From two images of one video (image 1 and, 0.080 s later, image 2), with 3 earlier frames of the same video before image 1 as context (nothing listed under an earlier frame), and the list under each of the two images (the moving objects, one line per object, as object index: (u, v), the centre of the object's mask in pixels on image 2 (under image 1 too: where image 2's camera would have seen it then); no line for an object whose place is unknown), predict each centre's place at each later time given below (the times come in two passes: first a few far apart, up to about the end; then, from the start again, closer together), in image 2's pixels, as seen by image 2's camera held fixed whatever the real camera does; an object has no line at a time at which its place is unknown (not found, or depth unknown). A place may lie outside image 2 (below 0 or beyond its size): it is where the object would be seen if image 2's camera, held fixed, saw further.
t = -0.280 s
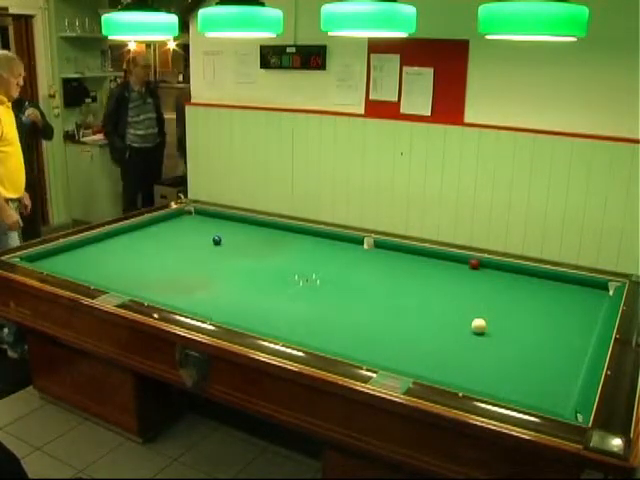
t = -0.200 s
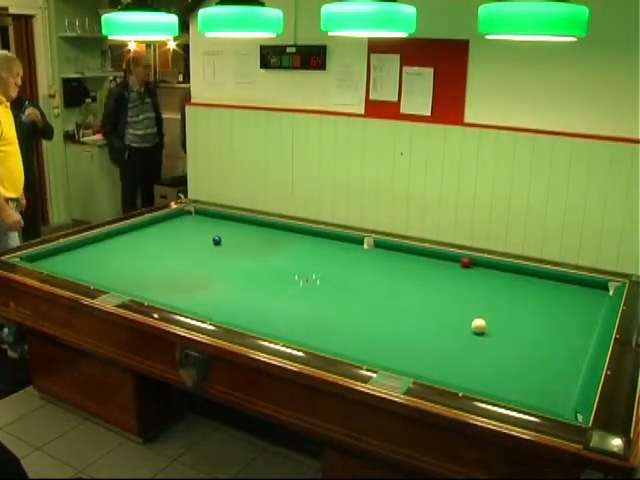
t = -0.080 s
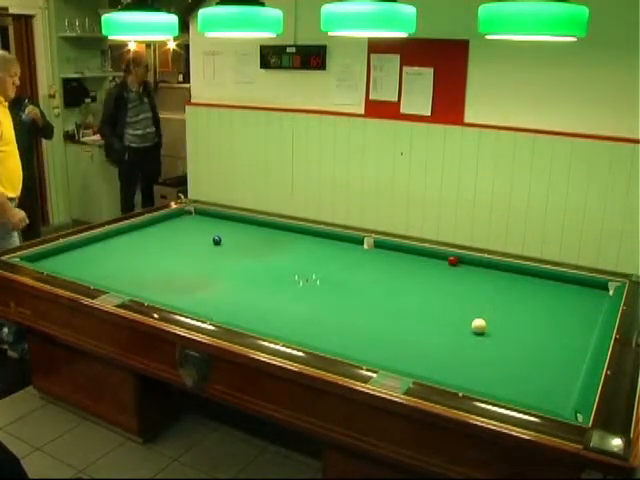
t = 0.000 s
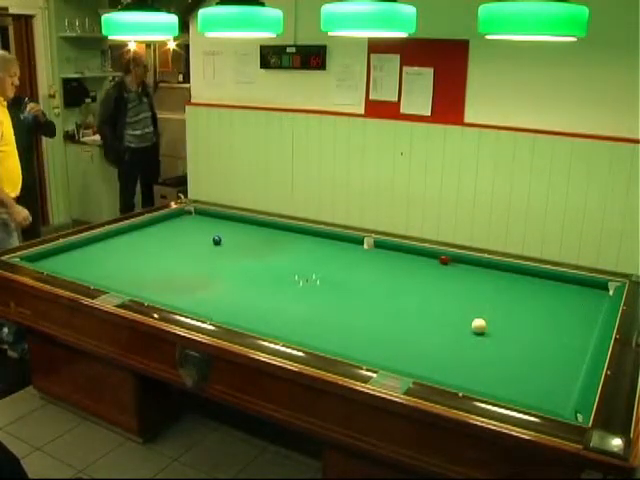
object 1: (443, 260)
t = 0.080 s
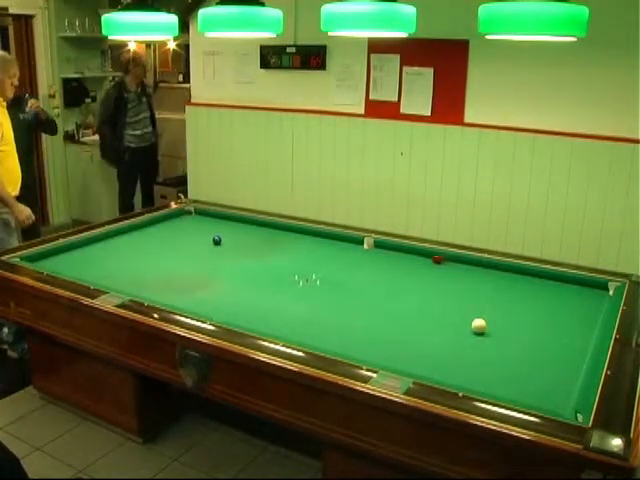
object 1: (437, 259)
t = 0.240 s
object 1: (419, 256)
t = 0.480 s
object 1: (395, 253)
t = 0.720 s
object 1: (372, 250)
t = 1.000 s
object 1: (348, 246)
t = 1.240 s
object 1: (327, 244)
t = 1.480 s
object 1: (307, 241)
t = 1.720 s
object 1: (288, 238)
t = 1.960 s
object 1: (271, 236)
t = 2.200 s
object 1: (254, 233)
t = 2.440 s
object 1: (238, 231)
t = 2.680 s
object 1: (222, 229)
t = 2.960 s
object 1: (205, 227)
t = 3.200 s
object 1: (191, 226)
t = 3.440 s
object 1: (178, 224)
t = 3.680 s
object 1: (166, 222)
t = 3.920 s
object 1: (160, 222)
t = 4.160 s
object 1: (163, 222)
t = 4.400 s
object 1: (168, 223)
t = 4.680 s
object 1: (174, 226)
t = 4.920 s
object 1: (177, 227)
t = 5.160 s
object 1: (181, 228)
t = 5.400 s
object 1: (184, 229)
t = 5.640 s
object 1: (187, 229)
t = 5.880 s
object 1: (190, 230)
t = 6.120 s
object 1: (193, 231)
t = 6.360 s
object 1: (195, 232)
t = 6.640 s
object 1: (198, 233)
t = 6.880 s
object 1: (200, 234)
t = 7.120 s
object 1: (201, 234)
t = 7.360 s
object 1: (202, 234)
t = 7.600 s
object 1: (203, 235)
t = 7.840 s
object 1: (204, 235)
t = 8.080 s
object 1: (204, 235)
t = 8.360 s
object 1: (204, 235)
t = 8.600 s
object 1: (204, 235)
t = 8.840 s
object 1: (204, 235)
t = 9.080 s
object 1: (204, 235)
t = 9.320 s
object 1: (204, 235)
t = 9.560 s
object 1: (204, 235)
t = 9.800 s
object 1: (204, 235)
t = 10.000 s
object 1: (204, 235)
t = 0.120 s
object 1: (432, 259)
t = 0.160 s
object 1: (429, 259)
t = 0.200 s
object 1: (424, 257)
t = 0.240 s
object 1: (419, 256)
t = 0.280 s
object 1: (415, 255)
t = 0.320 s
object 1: (413, 254)
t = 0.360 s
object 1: (407, 253)
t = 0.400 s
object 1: (403, 253)
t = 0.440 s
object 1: (399, 253)
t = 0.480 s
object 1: (395, 253)
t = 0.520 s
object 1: (392, 252)
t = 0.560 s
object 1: (388, 251)
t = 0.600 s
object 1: (385, 251)
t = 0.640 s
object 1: (380, 250)
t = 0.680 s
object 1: (377, 250)
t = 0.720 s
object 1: (372, 250)
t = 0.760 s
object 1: (369, 249)
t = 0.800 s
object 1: (366, 249)
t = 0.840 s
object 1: (362, 248)
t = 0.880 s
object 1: (358, 248)
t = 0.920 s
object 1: (355, 247)
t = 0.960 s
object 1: (351, 247)
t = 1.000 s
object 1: (348, 246)
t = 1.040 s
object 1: (344, 246)
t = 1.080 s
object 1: (341, 245)
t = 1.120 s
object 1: (337, 245)
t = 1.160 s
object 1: (334, 245)
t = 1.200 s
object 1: (330, 244)
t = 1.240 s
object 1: (327, 244)
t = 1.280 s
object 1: (324, 244)
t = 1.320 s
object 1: (320, 243)
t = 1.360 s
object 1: (317, 243)
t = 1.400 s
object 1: (314, 243)
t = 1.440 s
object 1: (311, 242)
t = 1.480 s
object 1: (307, 241)
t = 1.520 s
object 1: (304, 240)
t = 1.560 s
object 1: (301, 240)
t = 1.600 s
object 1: (298, 239)
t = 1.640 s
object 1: (294, 239)
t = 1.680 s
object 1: (291, 238)
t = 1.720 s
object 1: (288, 238)
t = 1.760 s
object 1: (285, 238)
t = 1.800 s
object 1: (282, 237)
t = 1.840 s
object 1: (279, 237)
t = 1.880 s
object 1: (276, 236)
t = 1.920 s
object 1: (274, 236)
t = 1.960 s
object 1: (271, 236)
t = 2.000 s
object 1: (267, 235)
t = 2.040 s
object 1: (265, 235)
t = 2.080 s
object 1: (262, 234)
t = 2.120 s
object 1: (259, 234)
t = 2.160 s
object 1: (256, 233)
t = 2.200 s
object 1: (254, 233)
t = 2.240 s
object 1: (251, 233)
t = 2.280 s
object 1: (248, 233)
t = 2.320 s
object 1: (245, 232)
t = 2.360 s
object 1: (243, 232)
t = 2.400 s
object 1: (240, 231)
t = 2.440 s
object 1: (238, 231)
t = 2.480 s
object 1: (235, 231)
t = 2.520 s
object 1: (232, 230)
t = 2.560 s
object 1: (230, 230)
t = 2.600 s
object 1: (227, 230)
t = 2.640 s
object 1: (225, 229)
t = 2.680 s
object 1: (222, 229)
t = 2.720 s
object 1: (220, 229)
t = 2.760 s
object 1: (217, 228)
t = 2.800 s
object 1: (215, 228)
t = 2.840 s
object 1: (212, 228)
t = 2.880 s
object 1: (210, 228)
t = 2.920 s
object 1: (207, 228)
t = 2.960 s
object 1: (205, 227)
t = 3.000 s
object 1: (202, 227)
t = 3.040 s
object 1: (200, 226)
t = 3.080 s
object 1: (198, 227)
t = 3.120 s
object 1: (196, 226)
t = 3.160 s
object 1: (194, 227)
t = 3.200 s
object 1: (191, 226)
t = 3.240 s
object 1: (189, 226)
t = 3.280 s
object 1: (187, 226)
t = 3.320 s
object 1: (185, 225)
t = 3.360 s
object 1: (182, 225)
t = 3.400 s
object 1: (181, 224)
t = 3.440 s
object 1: (178, 224)
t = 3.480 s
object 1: (176, 223)
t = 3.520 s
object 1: (173, 223)
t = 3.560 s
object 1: (172, 223)
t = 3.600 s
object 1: (170, 223)
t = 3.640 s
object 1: (168, 222)
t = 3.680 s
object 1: (166, 222)
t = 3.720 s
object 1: (164, 222)
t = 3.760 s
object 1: (163, 221)
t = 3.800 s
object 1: (163, 222)
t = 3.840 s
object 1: (161, 221)
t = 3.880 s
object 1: (161, 221)
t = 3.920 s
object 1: (160, 222)
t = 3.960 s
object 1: (160, 221)
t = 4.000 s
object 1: (163, 222)
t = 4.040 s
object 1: (163, 222)
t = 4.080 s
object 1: (163, 222)
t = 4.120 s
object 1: (163, 222)
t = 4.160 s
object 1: (163, 222)
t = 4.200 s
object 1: (165, 223)
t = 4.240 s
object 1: (166, 223)
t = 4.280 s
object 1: (166, 223)
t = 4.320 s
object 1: (167, 223)
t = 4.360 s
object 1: (167, 223)
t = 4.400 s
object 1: (168, 223)
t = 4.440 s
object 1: (168, 223)
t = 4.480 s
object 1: (169, 225)
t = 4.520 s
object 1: (169, 225)
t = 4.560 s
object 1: (171, 225)
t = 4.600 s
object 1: (171, 225)
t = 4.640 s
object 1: (173, 226)
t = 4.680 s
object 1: (174, 226)
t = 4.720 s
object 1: (174, 226)
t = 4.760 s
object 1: (175, 226)
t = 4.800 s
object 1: (176, 227)
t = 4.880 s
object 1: (177, 227)
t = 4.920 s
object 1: (177, 227)
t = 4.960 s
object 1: (178, 227)
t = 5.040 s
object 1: (179, 227)
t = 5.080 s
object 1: (179, 227)
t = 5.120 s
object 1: (179, 227)
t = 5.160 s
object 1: (181, 228)
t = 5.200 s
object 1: (181, 228)
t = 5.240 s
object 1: (182, 228)
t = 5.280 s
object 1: (182, 228)
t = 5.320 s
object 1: (183, 228)
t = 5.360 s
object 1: (184, 228)
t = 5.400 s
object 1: (184, 229)
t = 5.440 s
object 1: (185, 229)
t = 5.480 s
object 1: (185, 229)
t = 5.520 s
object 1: (186, 229)
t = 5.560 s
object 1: (186, 229)
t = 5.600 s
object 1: (187, 229)
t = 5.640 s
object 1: (187, 229)
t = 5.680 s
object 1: (188, 230)
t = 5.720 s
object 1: (188, 230)
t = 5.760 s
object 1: (188, 230)
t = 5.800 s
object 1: (189, 230)
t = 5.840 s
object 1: (190, 230)
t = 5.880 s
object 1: (190, 230)
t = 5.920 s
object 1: (191, 231)
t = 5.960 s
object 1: (191, 231)
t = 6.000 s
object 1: (192, 231)
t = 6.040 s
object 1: (192, 231)
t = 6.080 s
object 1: (192, 231)
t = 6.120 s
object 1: (193, 231)
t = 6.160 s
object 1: (193, 231)
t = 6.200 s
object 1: (194, 232)
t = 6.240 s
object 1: (194, 232)
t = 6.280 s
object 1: (194, 232)
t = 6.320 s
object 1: (194, 232)
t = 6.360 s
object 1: (195, 232)
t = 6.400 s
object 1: (195, 232)
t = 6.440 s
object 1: (196, 232)
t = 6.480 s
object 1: (196, 232)
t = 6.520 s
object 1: (197, 233)
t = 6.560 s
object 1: (197, 233)
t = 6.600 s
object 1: (197, 233)
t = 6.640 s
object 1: (198, 233)
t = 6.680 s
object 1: (198, 233)
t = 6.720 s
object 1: (199, 233)
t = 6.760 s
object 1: (199, 233)
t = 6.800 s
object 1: (199, 233)
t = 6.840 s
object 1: (199, 233)
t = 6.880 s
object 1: (200, 234)
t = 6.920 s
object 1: (200, 234)
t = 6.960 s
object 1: (200, 234)
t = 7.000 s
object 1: (201, 234)
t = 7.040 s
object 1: (201, 234)
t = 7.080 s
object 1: (201, 234)
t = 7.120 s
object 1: (201, 234)
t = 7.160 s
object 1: (202, 234)
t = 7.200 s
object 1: (202, 234)
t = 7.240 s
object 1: (202, 234)
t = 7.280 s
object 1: (202, 234)
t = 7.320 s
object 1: (202, 234)
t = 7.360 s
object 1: (202, 234)
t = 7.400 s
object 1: (202, 234)
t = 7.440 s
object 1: (202, 234)
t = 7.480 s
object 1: (202, 235)
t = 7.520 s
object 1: (203, 234)
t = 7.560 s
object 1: (203, 234)
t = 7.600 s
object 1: (203, 235)
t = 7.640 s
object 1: (203, 235)
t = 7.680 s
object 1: (203, 235)
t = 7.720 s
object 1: (203, 235)
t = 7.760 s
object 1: (203, 235)
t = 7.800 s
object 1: (204, 235)
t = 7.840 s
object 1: (204, 235)
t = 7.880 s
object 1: (204, 235)
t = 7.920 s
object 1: (204, 235)
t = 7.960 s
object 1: (204, 235)
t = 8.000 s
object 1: (204, 235)
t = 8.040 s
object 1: (204, 235)
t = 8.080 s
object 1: (204, 235)
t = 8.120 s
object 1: (204, 235)
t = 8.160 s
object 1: (204, 235)
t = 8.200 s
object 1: (204, 235)
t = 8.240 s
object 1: (204, 235)
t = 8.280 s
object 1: (204, 235)
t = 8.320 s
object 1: (204, 235)
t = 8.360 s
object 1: (204, 235)
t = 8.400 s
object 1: (204, 235)
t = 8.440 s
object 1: (204, 235)
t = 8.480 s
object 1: (204, 235)
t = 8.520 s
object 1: (204, 235)
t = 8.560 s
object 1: (204, 235)
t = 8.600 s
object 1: (204, 235)
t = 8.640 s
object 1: (204, 235)
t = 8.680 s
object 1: (204, 235)
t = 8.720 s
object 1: (204, 235)
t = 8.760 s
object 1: (204, 235)
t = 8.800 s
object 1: (204, 235)
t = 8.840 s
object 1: (204, 235)
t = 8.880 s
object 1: (204, 235)
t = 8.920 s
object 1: (204, 235)
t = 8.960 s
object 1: (204, 235)
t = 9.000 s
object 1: (204, 235)
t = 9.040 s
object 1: (204, 235)
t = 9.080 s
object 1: (204, 235)
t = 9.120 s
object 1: (204, 235)
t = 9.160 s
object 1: (204, 235)
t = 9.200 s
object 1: (204, 235)
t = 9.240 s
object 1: (204, 235)
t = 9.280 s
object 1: (204, 235)
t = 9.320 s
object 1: (204, 235)
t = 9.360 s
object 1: (204, 235)
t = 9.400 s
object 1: (204, 235)
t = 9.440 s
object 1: (204, 235)
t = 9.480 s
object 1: (204, 235)
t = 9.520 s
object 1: (204, 235)
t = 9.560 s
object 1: (204, 235)
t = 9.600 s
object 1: (204, 235)
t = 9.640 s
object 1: (204, 235)
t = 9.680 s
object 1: (204, 235)
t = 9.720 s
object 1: (204, 235)
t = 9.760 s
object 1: (204, 235)
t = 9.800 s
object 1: (204, 235)
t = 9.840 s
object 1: (204, 235)
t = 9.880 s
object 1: (204, 235)
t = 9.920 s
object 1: (204, 235)
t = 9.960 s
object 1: (204, 235)
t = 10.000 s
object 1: (204, 235)
